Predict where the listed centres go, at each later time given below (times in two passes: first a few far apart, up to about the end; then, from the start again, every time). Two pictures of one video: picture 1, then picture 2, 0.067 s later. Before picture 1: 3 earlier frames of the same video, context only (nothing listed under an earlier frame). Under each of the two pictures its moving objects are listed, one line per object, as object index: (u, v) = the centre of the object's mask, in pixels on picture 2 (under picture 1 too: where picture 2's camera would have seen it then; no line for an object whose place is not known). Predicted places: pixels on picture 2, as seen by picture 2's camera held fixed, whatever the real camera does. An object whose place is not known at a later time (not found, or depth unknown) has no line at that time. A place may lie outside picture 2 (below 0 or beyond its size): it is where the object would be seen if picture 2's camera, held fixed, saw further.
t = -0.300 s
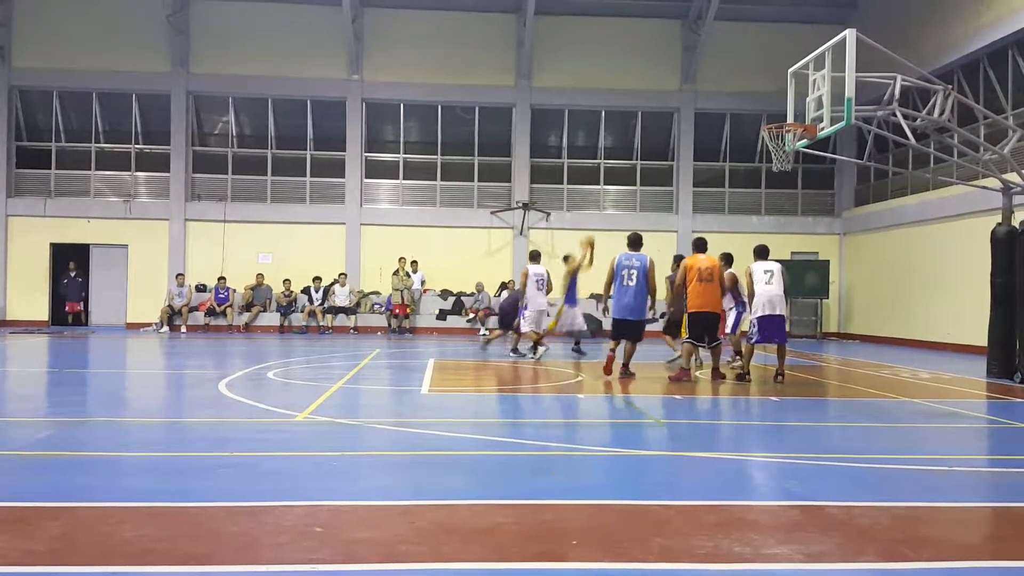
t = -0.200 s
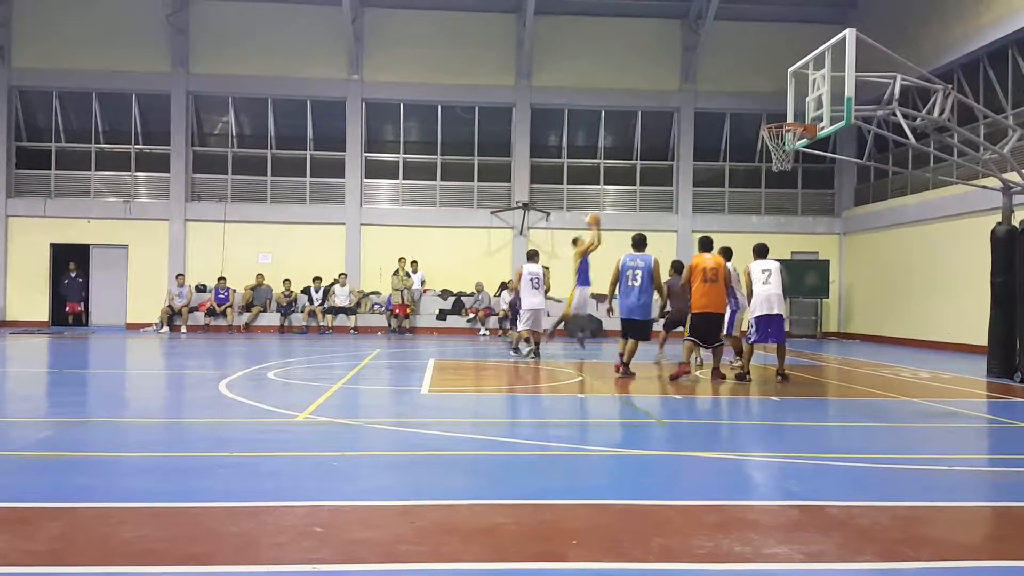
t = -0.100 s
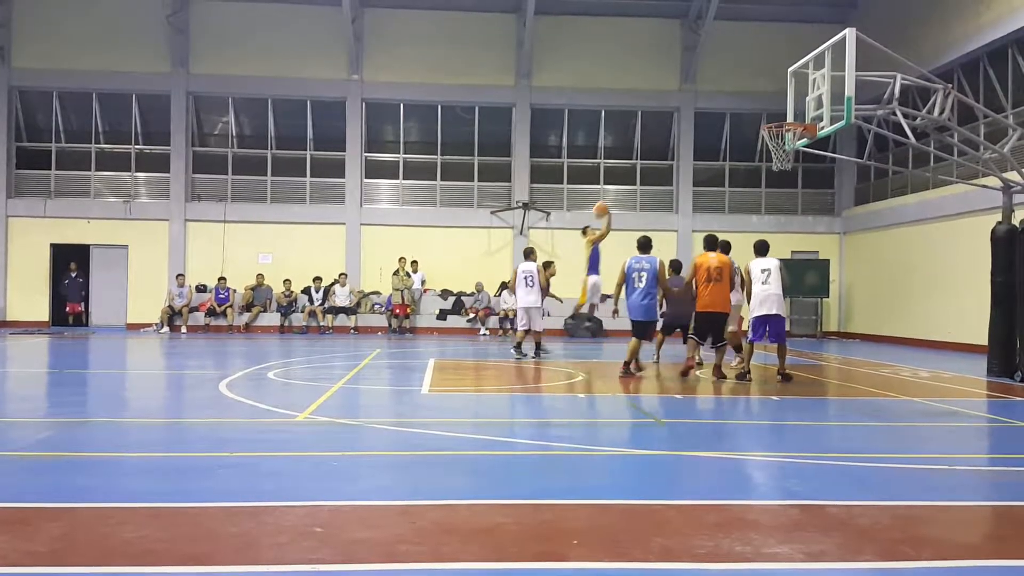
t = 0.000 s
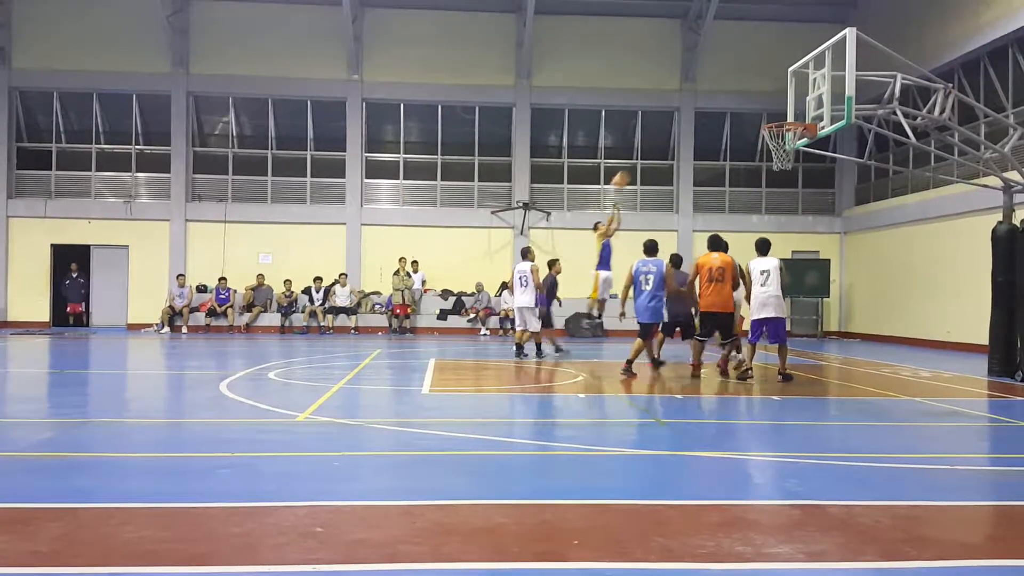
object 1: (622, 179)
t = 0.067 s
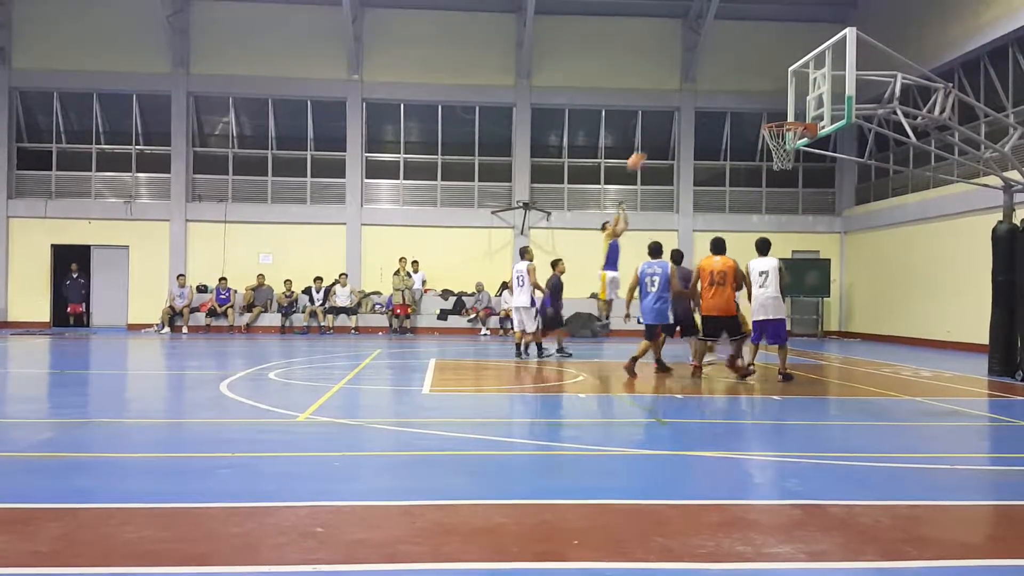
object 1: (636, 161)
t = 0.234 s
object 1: (680, 120)
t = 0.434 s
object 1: (735, 93)
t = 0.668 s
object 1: (781, 97)
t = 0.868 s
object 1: (751, 113)
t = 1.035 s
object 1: (719, 119)
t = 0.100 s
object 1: (645, 151)
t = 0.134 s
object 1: (654, 143)
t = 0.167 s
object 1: (662, 135)
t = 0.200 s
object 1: (670, 128)
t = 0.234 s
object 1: (680, 120)
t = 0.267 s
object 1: (690, 113)
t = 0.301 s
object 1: (699, 109)
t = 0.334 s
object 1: (708, 104)
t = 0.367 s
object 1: (717, 97)
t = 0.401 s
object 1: (726, 95)
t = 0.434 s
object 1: (735, 93)
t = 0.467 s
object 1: (745, 91)
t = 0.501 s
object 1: (754, 90)
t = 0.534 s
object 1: (765, 90)
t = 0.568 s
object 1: (774, 90)
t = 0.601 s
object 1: (784, 92)
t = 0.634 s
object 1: (785, 95)
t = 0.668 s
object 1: (781, 97)
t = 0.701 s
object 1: (777, 101)
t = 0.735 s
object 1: (773, 106)
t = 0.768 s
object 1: (768, 113)
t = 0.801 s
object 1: (762, 117)
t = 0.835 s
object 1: (756, 116)
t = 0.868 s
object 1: (751, 113)
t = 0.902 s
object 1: (745, 111)
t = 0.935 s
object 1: (737, 112)
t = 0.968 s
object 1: (731, 114)
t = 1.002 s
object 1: (725, 117)
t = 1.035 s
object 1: (719, 119)
